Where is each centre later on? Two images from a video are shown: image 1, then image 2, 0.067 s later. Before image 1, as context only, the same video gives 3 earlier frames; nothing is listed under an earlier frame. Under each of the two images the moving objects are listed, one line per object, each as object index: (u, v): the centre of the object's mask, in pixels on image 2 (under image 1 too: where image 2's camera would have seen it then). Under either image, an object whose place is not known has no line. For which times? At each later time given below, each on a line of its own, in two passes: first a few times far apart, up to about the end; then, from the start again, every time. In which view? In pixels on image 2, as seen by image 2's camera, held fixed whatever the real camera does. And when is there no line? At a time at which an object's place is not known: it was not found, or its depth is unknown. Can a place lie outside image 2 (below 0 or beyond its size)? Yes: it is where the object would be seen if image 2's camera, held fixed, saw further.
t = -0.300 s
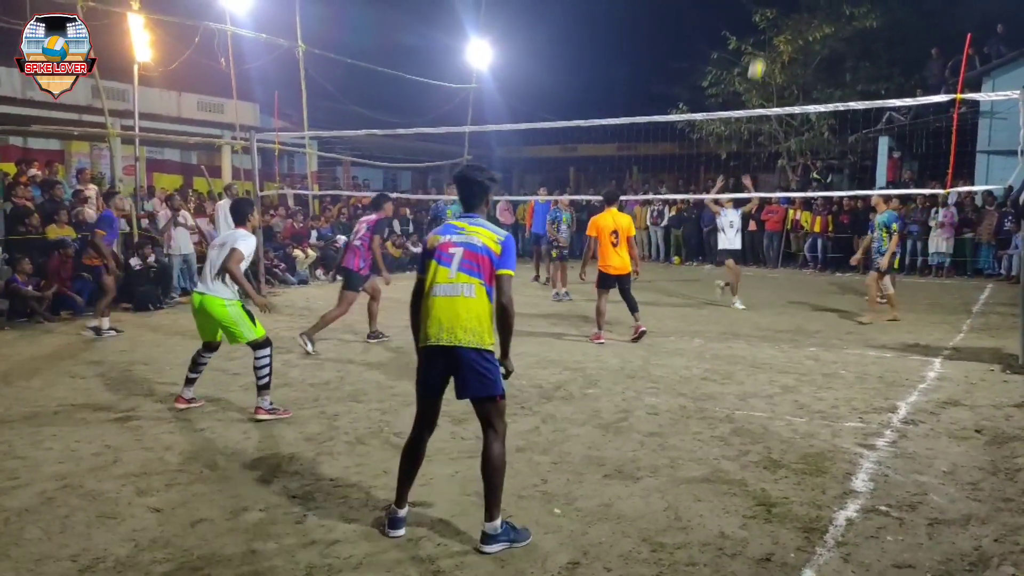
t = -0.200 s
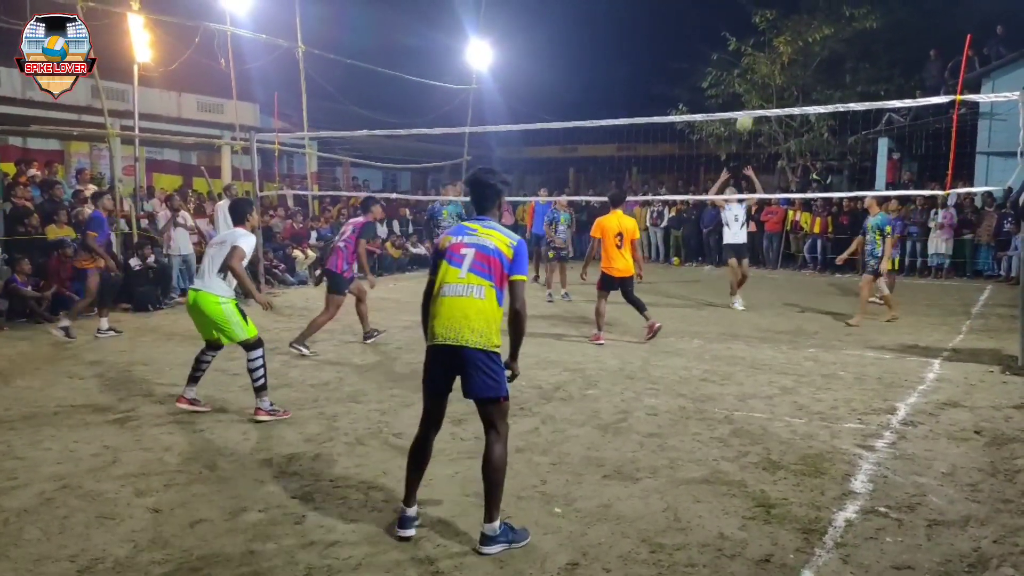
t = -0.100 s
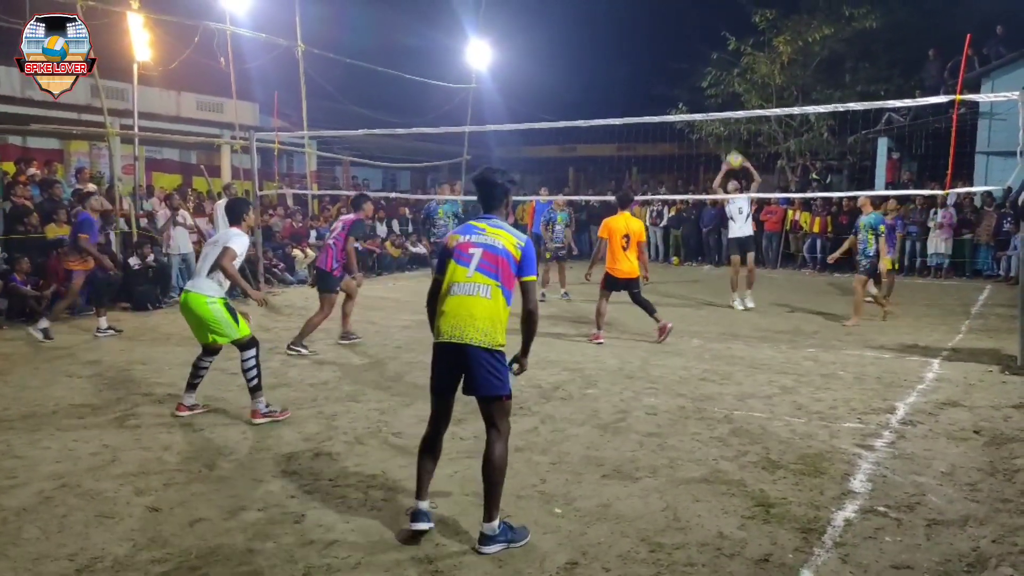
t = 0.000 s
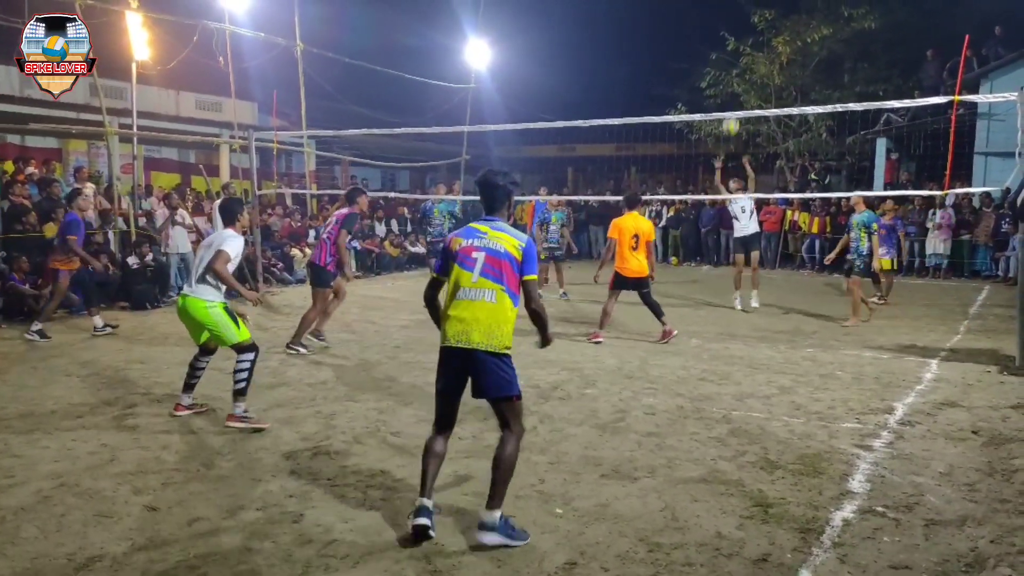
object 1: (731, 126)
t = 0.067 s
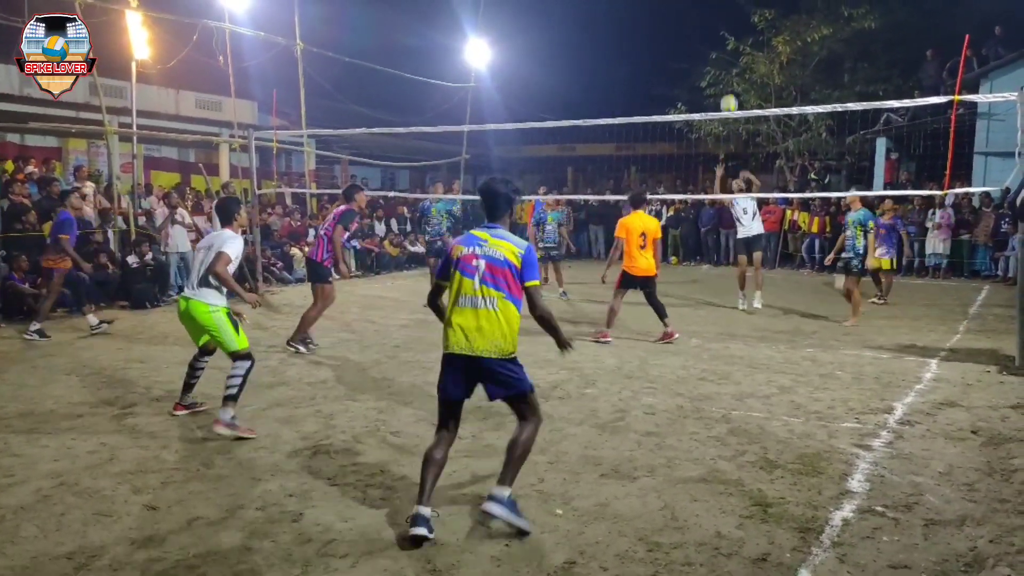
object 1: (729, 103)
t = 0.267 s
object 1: (724, 56)
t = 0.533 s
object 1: (717, 38)
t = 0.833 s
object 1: (703, 101)
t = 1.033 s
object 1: (692, 209)
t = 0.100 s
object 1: (728, 94)
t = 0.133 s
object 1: (727, 85)
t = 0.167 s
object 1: (726, 77)
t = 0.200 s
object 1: (726, 69)
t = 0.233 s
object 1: (725, 62)
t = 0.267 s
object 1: (724, 56)
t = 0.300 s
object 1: (723, 51)
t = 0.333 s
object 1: (723, 46)
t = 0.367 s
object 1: (722, 42)
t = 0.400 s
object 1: (721, 40)
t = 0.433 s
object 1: (720, 38)
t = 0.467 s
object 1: (719, 37)
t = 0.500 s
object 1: (719, 37)
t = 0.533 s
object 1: (717, 38)
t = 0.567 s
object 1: (716, 40)
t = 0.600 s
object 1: (714, 43)
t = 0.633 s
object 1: (713, 48)
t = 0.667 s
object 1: (711, 53)
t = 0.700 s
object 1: (710, 60)
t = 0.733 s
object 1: (708, 69)
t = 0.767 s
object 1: (707, 78)
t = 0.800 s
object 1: (705, 89)
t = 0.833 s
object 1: (703, 101)
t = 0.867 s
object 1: (702, 115)
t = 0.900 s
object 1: (700, 132)
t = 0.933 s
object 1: (698, 148)
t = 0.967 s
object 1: (696, 167)
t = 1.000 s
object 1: (694, 186)
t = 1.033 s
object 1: (692, 209)
